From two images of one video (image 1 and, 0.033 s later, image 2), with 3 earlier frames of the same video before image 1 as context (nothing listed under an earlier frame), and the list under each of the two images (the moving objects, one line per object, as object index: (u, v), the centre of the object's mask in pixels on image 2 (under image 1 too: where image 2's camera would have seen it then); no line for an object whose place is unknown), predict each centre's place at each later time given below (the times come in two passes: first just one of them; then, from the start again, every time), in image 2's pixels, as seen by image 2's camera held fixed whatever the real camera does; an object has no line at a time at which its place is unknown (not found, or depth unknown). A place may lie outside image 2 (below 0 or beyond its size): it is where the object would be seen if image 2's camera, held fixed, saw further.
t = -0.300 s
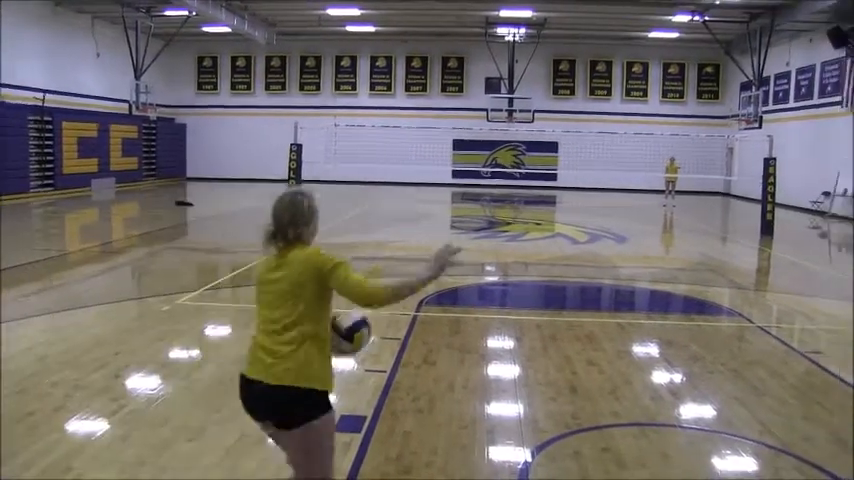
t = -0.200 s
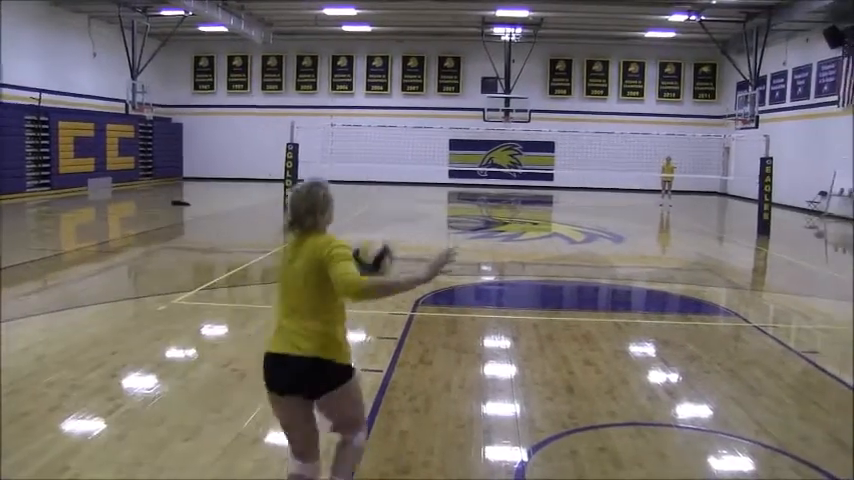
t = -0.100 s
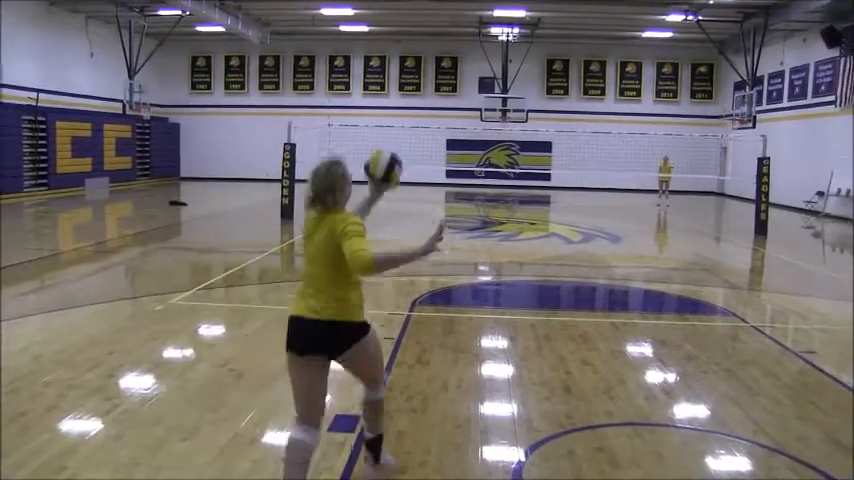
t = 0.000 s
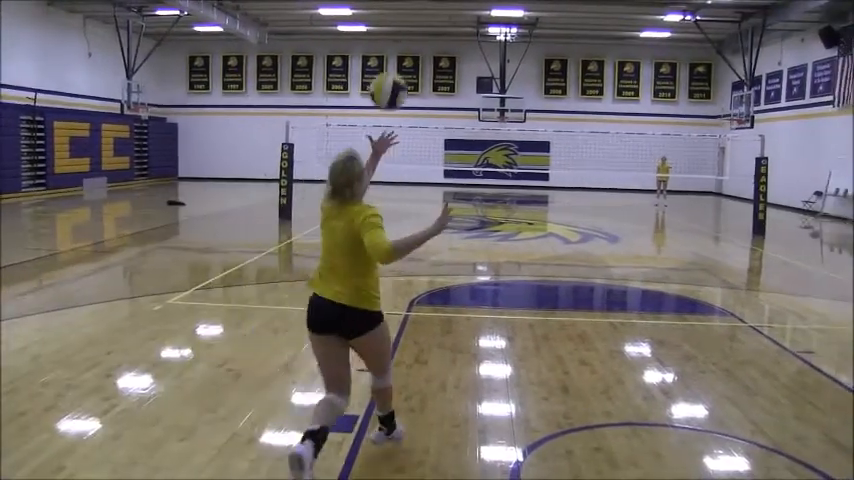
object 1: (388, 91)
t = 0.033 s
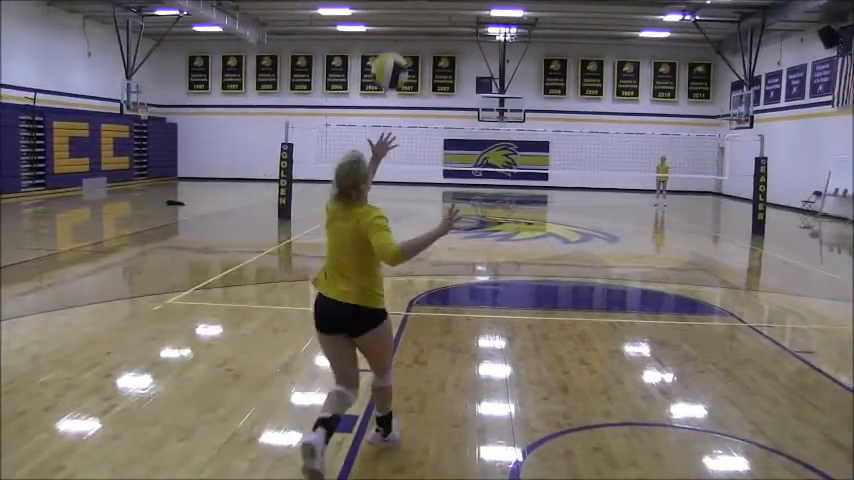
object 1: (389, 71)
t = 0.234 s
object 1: (400, 7)
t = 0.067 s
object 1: (391, 53)
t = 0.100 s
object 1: (392, 38)
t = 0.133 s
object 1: (395, 26)
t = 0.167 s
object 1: (399, 17)
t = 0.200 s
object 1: (398, 10)
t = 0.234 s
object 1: (400, 7)
